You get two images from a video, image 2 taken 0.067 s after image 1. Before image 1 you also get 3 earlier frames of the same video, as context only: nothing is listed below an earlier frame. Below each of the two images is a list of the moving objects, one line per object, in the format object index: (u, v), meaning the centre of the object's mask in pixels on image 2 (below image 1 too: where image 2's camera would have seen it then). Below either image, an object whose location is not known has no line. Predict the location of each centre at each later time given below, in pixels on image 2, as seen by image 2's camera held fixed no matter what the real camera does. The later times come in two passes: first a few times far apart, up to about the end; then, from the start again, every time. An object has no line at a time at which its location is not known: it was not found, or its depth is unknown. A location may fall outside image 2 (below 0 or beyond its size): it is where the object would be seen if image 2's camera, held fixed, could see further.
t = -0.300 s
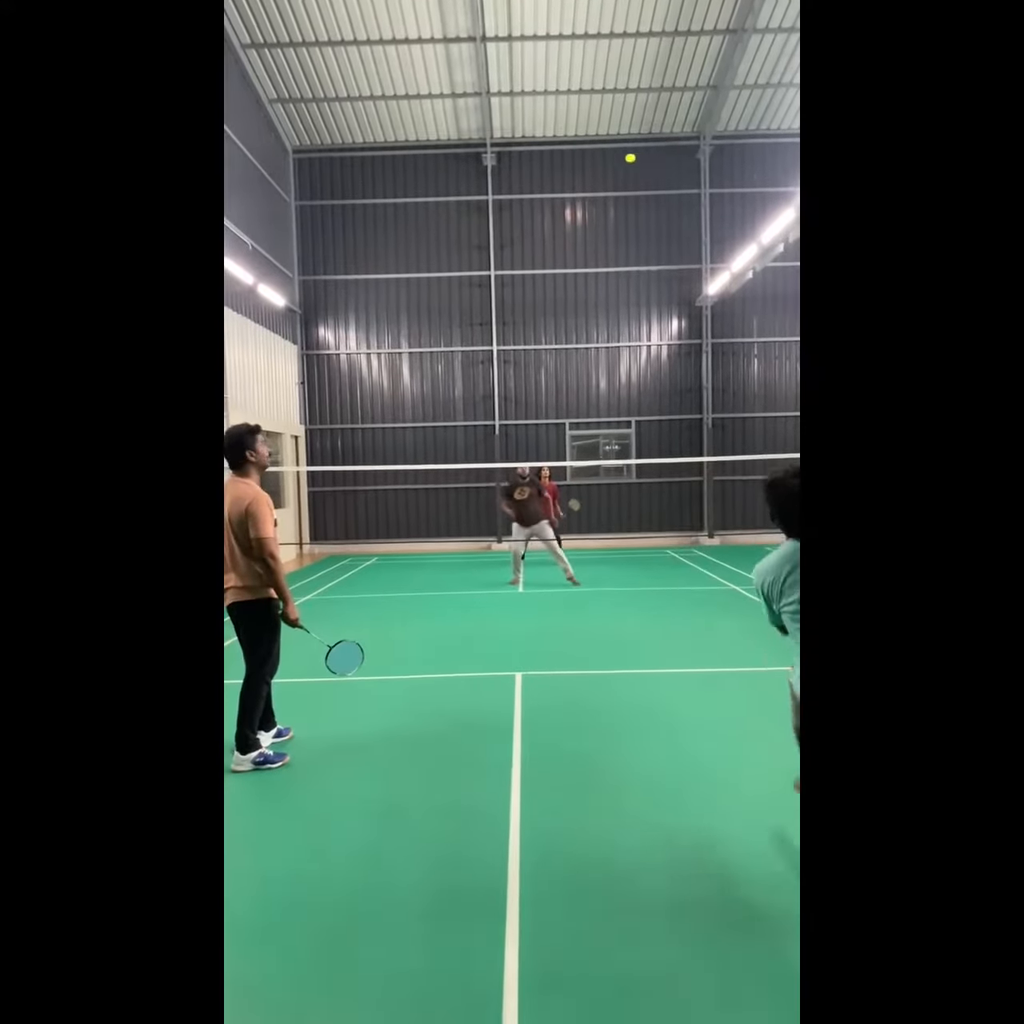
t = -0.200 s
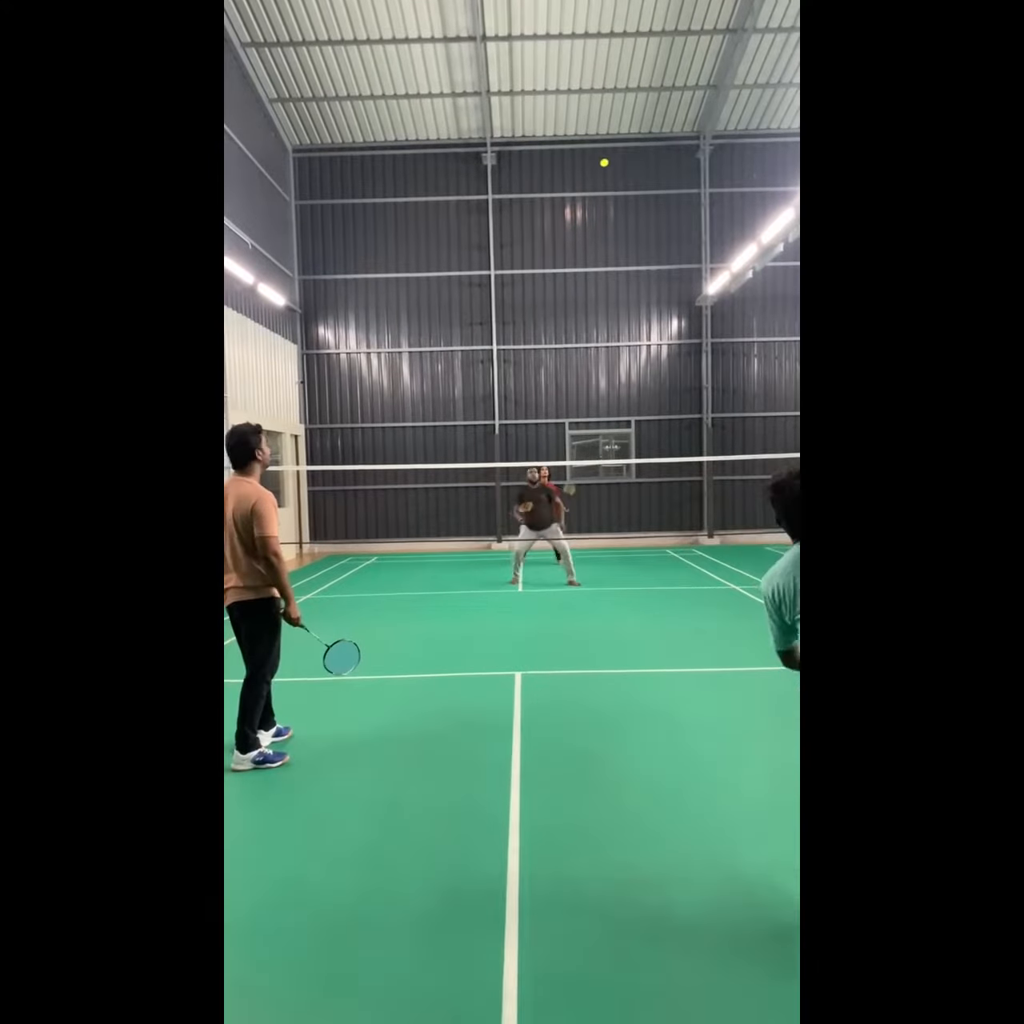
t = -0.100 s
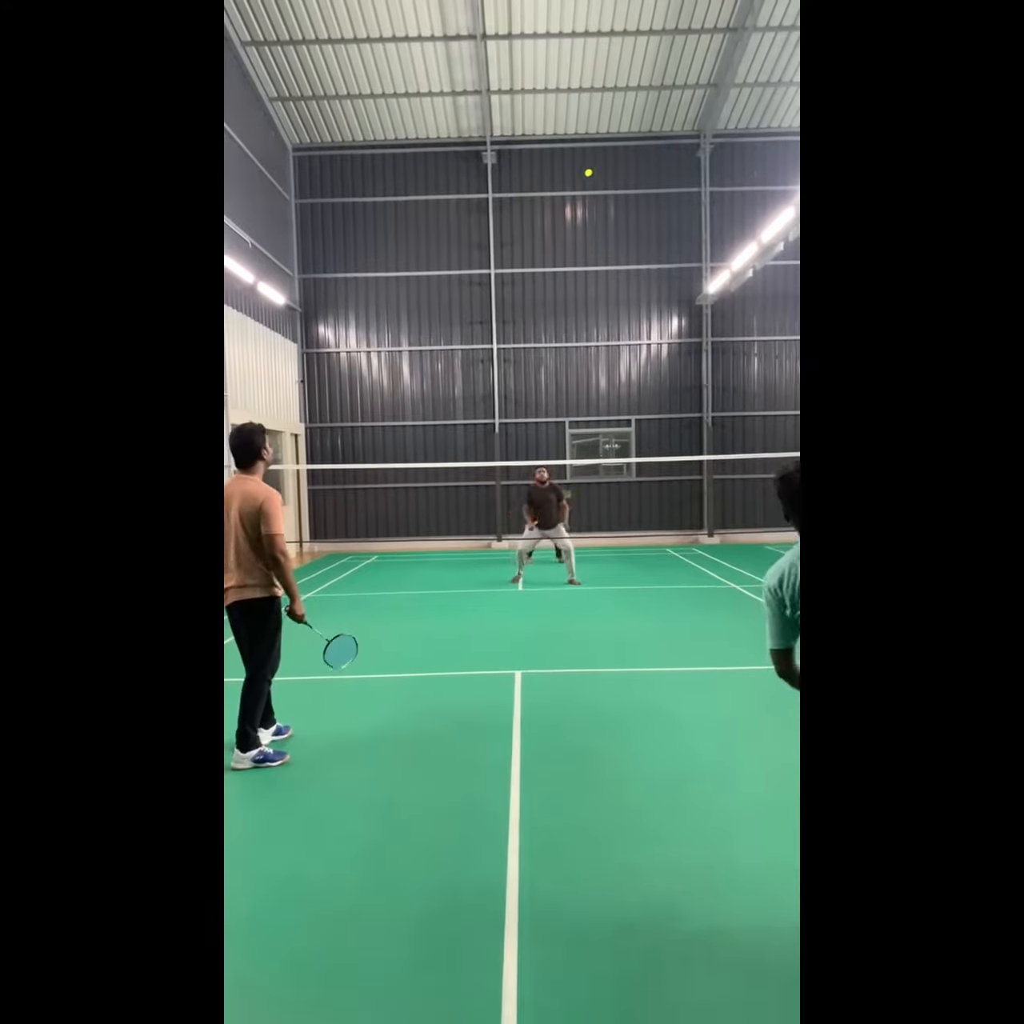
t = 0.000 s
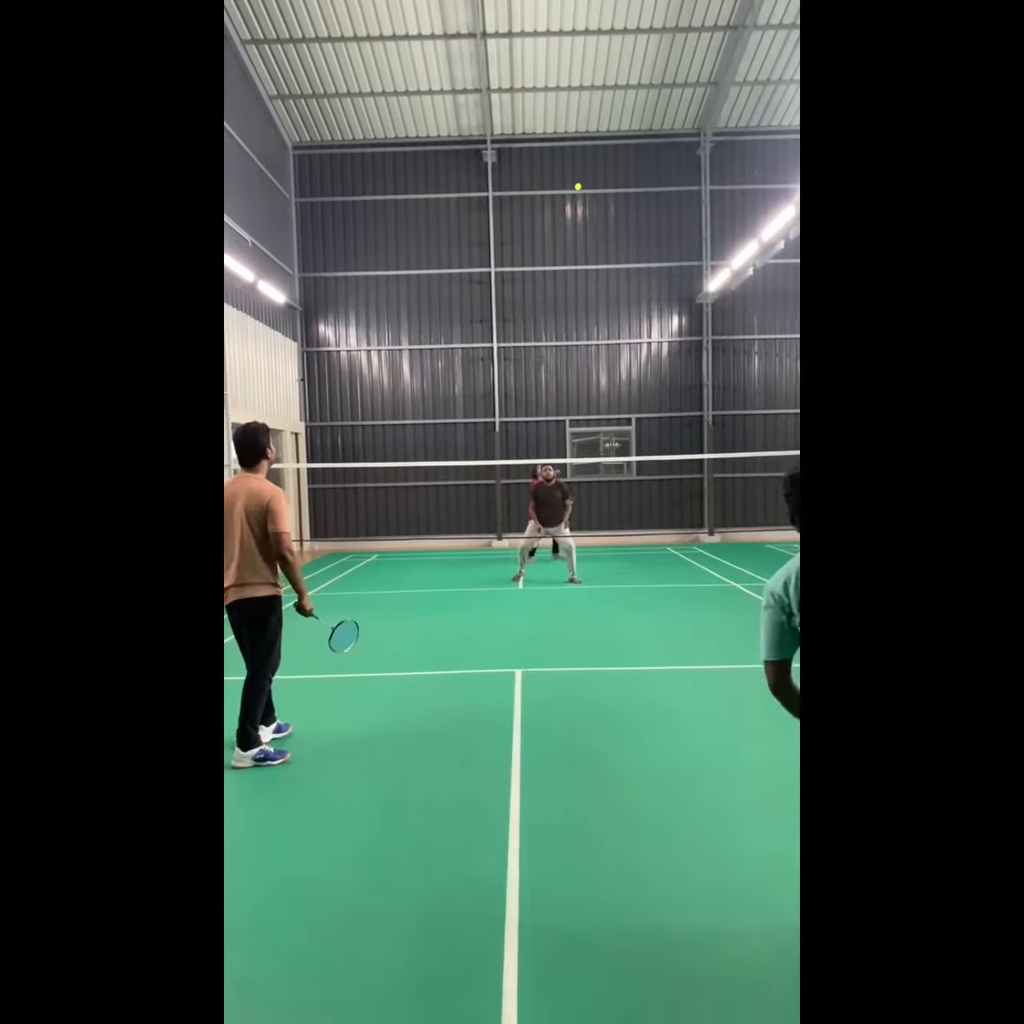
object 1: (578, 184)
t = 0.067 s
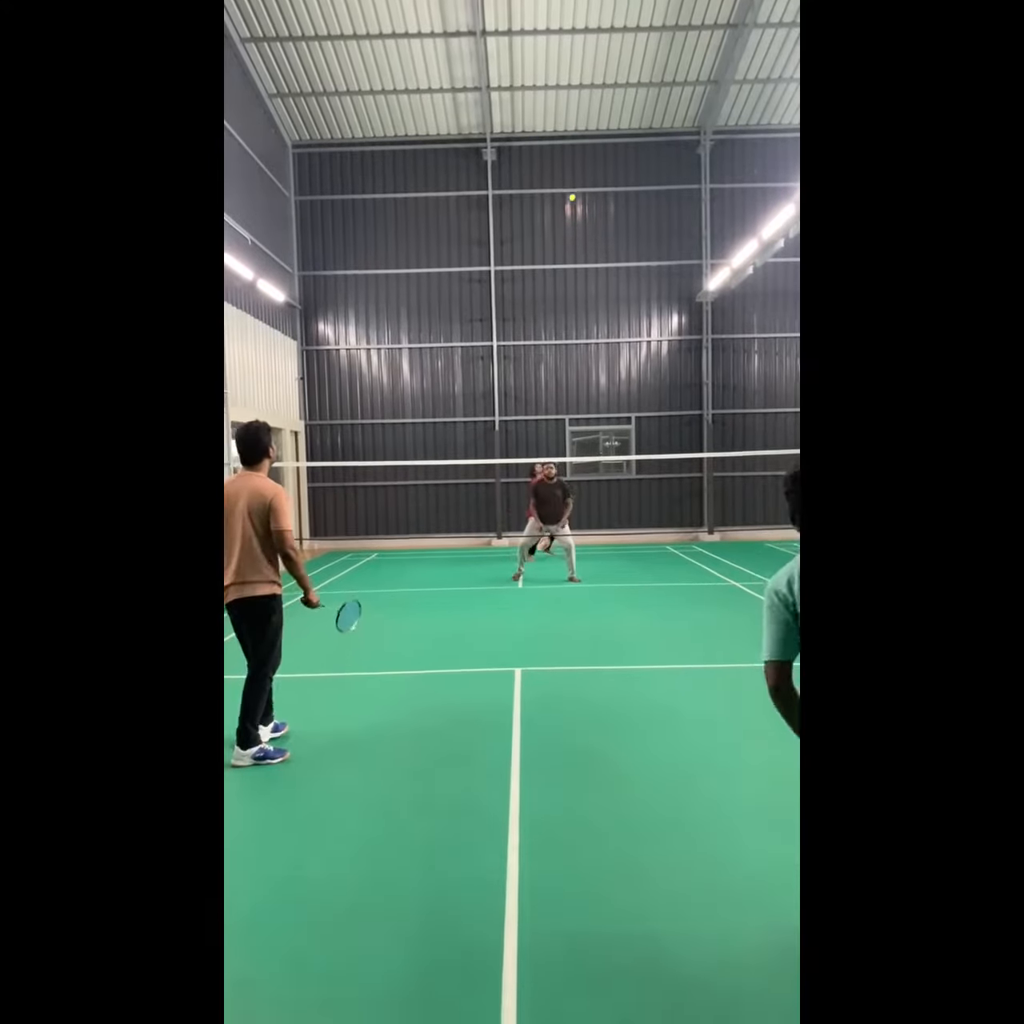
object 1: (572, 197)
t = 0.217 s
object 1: (564, 230)
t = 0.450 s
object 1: (557, 293)
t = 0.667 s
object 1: (553, 359)
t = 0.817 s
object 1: (552, 407)
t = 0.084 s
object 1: (571, 200)
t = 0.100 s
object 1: (570, 203)
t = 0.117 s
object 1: (568, 208)
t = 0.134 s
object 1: (568, 211)
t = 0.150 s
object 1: (567, 212)
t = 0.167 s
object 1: (566, 217)
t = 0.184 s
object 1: (565, 222)
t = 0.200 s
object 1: (564, 226)
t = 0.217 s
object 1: (564, 230)
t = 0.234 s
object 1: (563, 234)
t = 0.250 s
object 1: (562, 239)
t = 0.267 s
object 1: (561, 243)
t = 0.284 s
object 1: (560, 247)
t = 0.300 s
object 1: (560, 251)
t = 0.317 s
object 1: (560, 255)
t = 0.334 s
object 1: (560, 260)
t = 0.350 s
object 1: (558, 265)
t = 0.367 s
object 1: (558, 270)
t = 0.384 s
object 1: (558, 274)
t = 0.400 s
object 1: (558, 279)
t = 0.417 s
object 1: (557, 283)
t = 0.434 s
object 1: (557, 288)
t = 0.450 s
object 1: (557, 293)
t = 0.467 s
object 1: (556, 297)
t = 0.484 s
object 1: (556, 302)
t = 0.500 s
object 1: (556, 308)
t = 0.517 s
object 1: (555, 312)
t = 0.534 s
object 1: (555, 317)
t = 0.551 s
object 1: (554, 323)
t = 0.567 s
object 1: (554, 327)
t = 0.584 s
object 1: (554, 333)
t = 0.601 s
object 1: (554, 337)
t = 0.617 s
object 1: (553, 343)
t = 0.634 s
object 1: (553, 348)
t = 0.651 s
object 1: (553, 352)
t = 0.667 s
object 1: (553, 359)
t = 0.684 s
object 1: (553, 364)
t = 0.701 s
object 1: (553, 369)
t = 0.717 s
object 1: (553, 375)
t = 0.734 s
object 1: (552, 380)
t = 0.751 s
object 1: (552, 386)
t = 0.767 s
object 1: (552, 391)
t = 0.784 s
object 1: (552, 396)
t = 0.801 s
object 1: (552, 402)
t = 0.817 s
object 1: (552, 407)
